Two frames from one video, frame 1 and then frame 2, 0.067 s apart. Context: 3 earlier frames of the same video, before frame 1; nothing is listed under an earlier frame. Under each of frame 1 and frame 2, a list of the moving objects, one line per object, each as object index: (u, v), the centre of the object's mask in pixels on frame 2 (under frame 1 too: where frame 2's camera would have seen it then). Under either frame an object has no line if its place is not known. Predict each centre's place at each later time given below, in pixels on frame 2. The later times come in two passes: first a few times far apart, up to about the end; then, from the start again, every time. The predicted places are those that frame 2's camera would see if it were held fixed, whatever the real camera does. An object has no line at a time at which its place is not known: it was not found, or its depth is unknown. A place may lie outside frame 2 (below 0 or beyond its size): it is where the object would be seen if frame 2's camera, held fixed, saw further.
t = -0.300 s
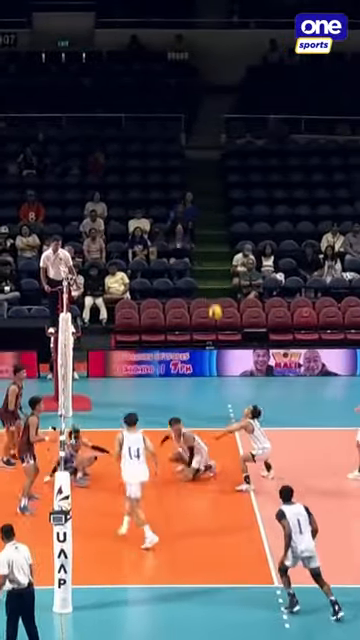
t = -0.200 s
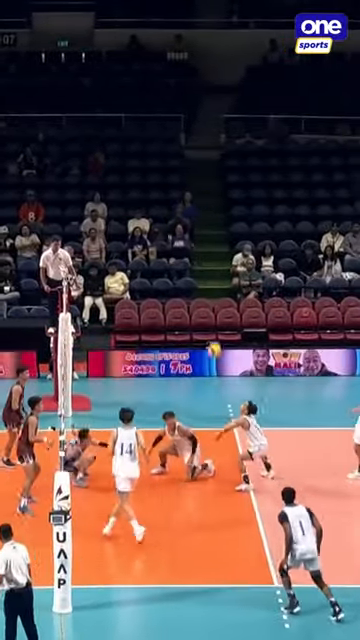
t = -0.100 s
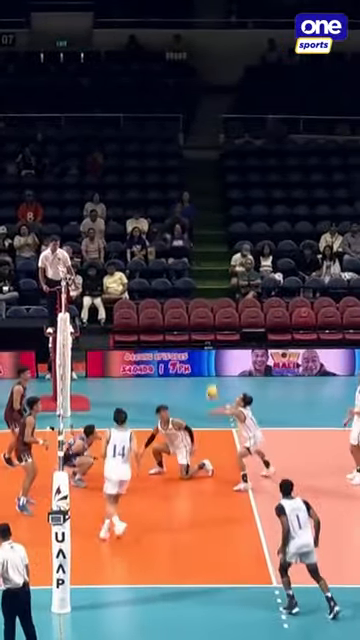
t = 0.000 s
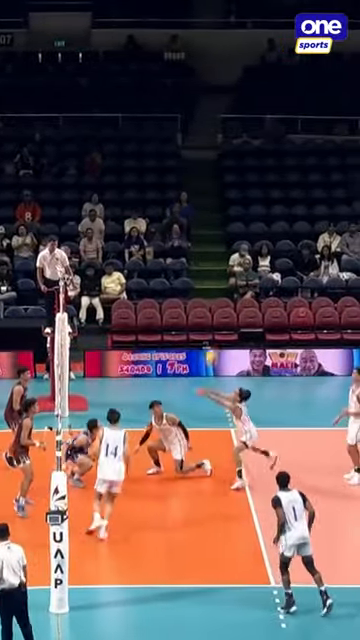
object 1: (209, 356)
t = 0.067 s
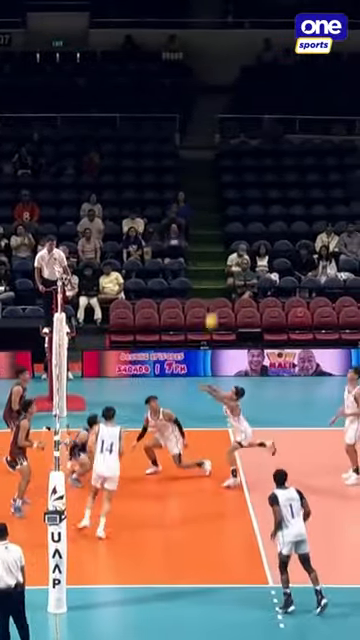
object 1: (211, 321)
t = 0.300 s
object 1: (216, 214)
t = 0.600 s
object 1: (222, 128)
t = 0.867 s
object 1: (228, 101)
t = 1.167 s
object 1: (233, 128)
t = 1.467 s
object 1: (238, 215)
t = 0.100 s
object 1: (211, 303)
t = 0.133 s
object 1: (213, 287)
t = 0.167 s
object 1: (213, 271)
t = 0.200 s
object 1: (214, 256)
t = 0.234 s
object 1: (215, 241)
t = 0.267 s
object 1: (216, 228)
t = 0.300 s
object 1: (216, 214)
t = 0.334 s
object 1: (217, 202)
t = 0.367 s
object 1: (218, 190)
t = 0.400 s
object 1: (218, 179)
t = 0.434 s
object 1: (219, 169)
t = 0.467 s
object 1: (219, 160)
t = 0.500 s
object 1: (220, 151)
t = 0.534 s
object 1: (221, 143)
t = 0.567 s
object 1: (222, 135)
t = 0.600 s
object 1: (222, 128)
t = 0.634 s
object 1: (223, 122)
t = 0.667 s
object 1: (224, 117)
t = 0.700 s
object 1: (225, 112)
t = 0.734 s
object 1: (226, 109)
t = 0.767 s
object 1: (226, 105)
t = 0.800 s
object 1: (227, 103)
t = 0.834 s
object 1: (227, 102)
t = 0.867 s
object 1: (228, 101)
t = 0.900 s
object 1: (228, 101)
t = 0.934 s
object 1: (229, 102)
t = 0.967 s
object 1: (230, 103)
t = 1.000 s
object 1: (230, 105)
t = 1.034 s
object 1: (231, 108)
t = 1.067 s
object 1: (232, 112)
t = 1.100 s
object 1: (232, 116)
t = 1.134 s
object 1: (233, 122)
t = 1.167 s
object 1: (233, 128)
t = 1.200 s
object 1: (234, 135)
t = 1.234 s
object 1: (235, 142)
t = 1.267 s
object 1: (235, 151)
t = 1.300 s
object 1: (235, 160)
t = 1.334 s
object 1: (236, 170)
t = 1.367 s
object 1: (236, 181)
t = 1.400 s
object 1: (237, 191)
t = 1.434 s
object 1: (237, 203)
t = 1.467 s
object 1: (238, 215)
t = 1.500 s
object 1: (238, 229)
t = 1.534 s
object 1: (238, 242)
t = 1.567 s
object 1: (239, 256)
